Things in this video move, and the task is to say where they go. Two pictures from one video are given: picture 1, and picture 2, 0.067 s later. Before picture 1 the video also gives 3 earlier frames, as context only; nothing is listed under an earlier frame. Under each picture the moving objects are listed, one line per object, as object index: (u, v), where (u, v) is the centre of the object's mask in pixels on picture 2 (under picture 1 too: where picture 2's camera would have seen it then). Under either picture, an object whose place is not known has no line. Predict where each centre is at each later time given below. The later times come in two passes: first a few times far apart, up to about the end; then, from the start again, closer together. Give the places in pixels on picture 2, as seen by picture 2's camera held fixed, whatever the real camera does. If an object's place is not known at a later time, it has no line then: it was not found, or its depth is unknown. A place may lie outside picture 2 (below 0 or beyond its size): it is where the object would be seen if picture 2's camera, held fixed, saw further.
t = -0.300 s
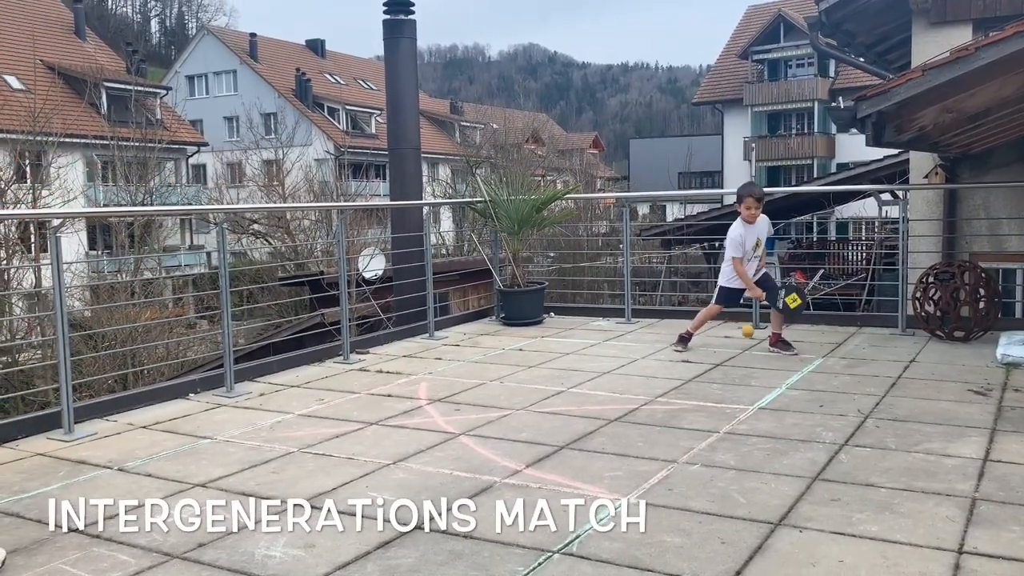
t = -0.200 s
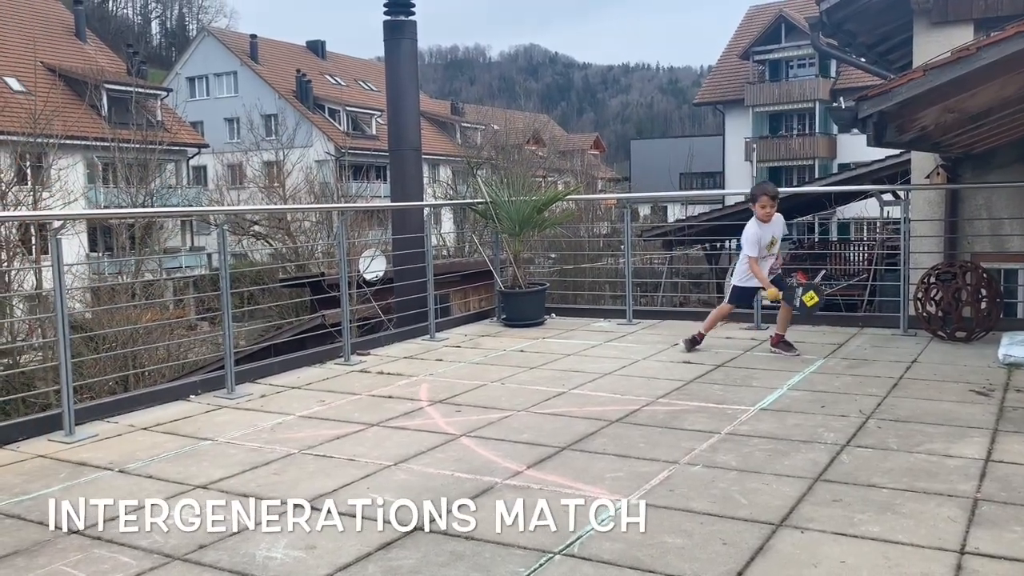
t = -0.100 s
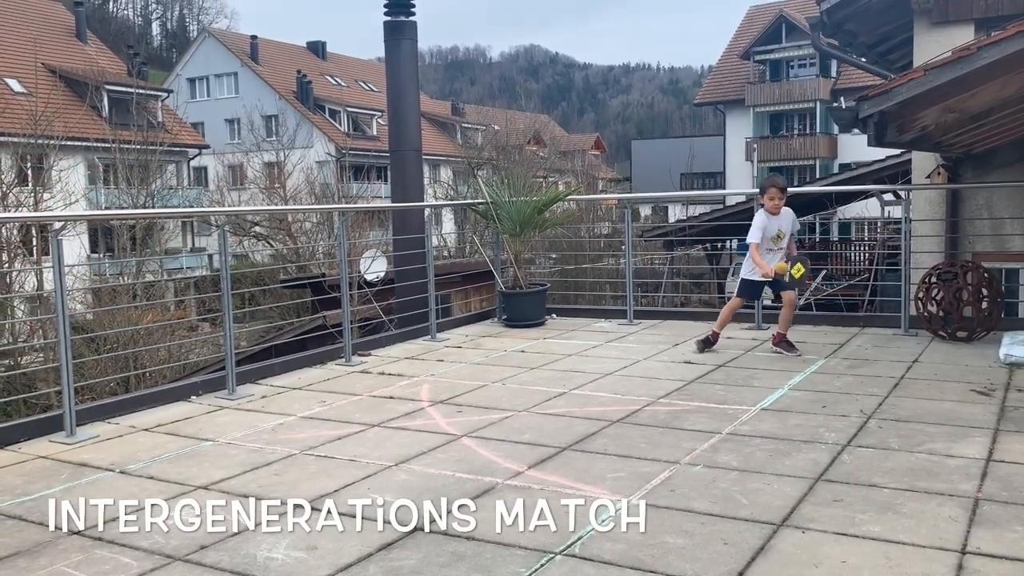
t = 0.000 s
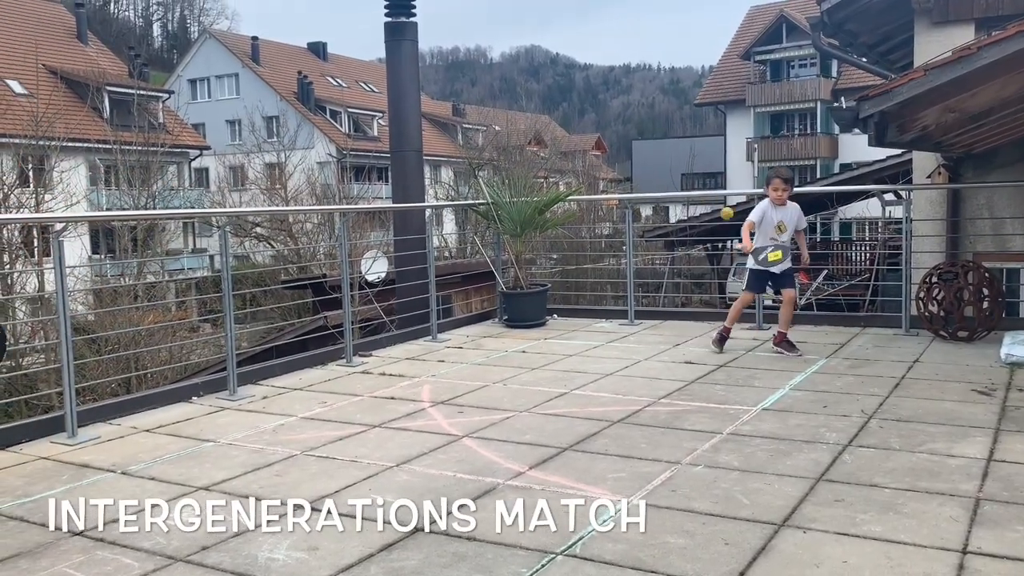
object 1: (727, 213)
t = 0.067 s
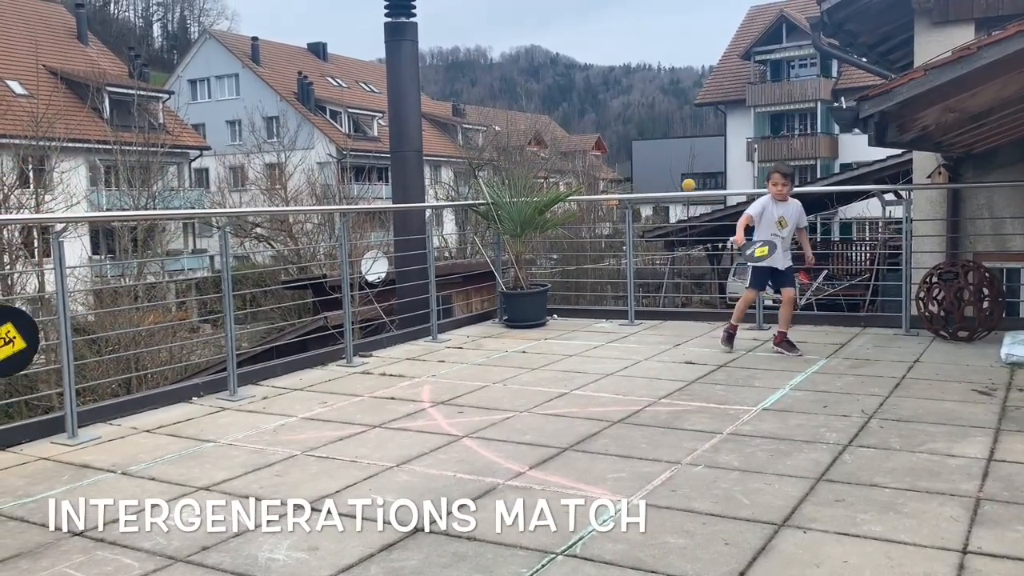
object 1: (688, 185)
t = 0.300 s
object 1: (545, 145)
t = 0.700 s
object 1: (267, 339)
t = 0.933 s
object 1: (123, 364)
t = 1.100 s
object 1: (35, 313)
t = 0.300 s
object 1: (545, 145)
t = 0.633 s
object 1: (316, 280)
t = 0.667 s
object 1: (291, 308)
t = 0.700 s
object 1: (267, 339)
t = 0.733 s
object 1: (241, 373)
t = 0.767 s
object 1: (216, 410)
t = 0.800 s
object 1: (191, 448)
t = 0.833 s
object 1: (174, 424)
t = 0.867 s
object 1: (157, 401)
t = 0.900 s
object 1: (139, 381)
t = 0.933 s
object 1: (123, 364)
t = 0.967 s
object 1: (105, 348)
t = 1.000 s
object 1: (87, 335)
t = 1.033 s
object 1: (70, 326)
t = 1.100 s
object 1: (35, 313)
